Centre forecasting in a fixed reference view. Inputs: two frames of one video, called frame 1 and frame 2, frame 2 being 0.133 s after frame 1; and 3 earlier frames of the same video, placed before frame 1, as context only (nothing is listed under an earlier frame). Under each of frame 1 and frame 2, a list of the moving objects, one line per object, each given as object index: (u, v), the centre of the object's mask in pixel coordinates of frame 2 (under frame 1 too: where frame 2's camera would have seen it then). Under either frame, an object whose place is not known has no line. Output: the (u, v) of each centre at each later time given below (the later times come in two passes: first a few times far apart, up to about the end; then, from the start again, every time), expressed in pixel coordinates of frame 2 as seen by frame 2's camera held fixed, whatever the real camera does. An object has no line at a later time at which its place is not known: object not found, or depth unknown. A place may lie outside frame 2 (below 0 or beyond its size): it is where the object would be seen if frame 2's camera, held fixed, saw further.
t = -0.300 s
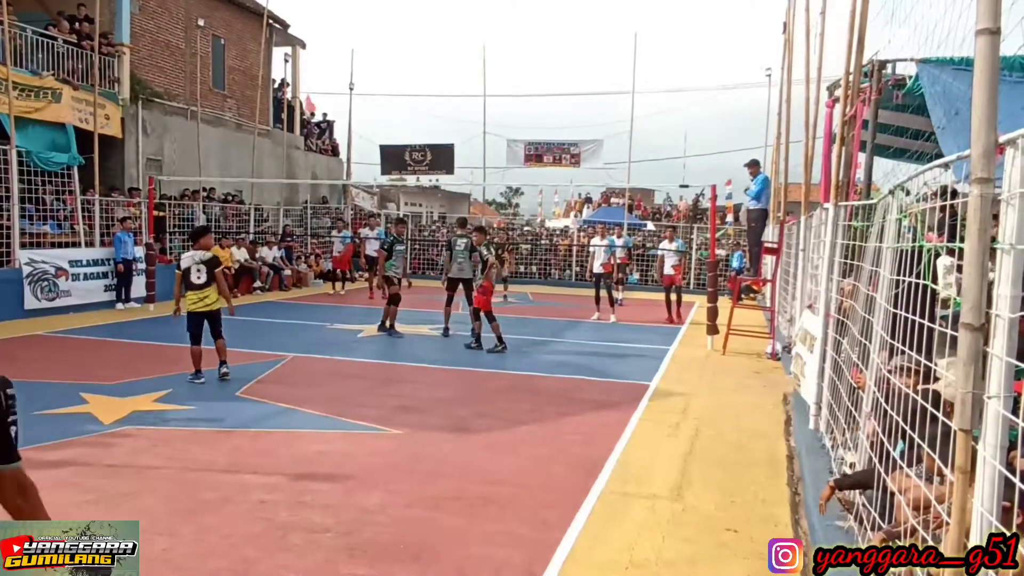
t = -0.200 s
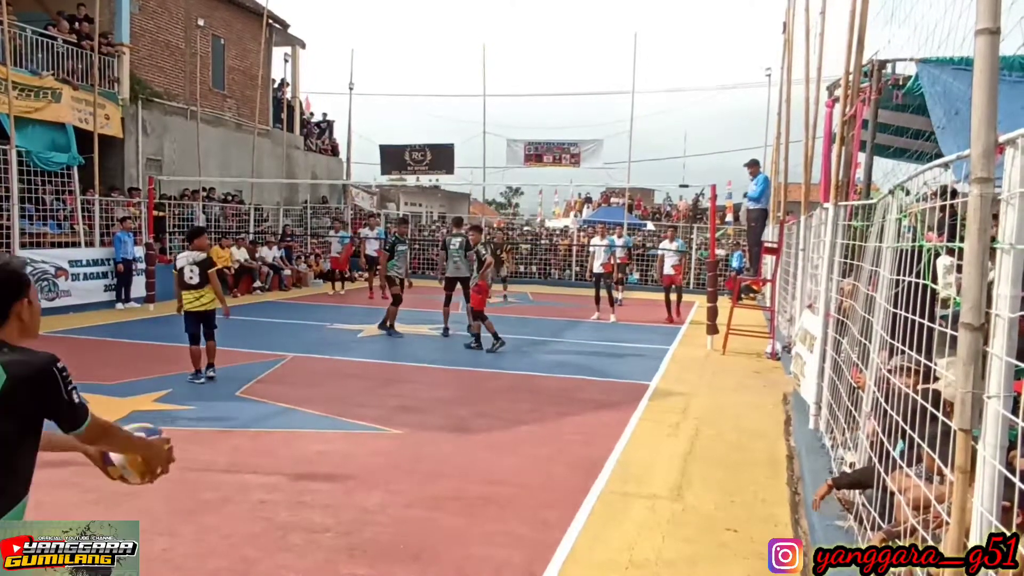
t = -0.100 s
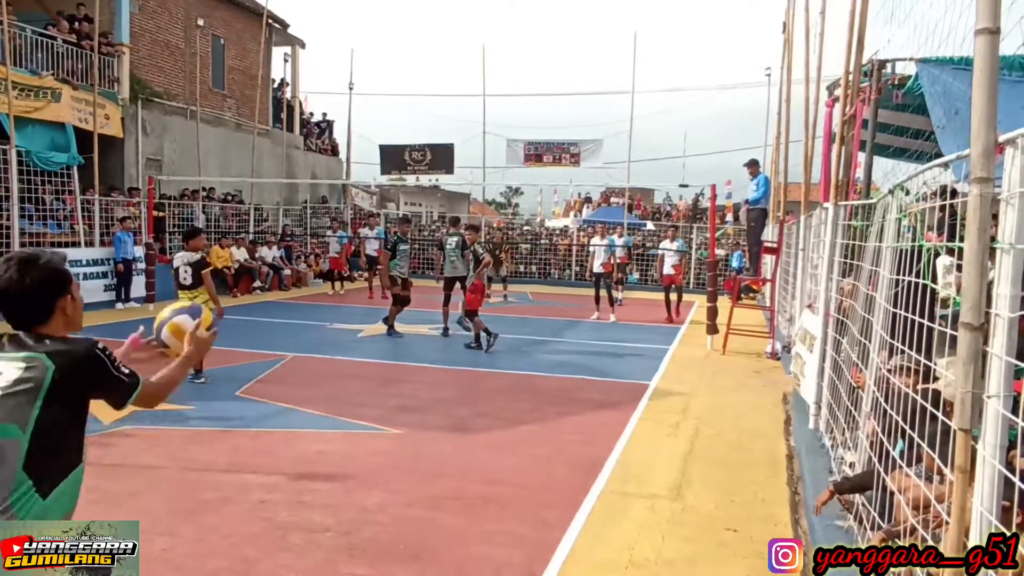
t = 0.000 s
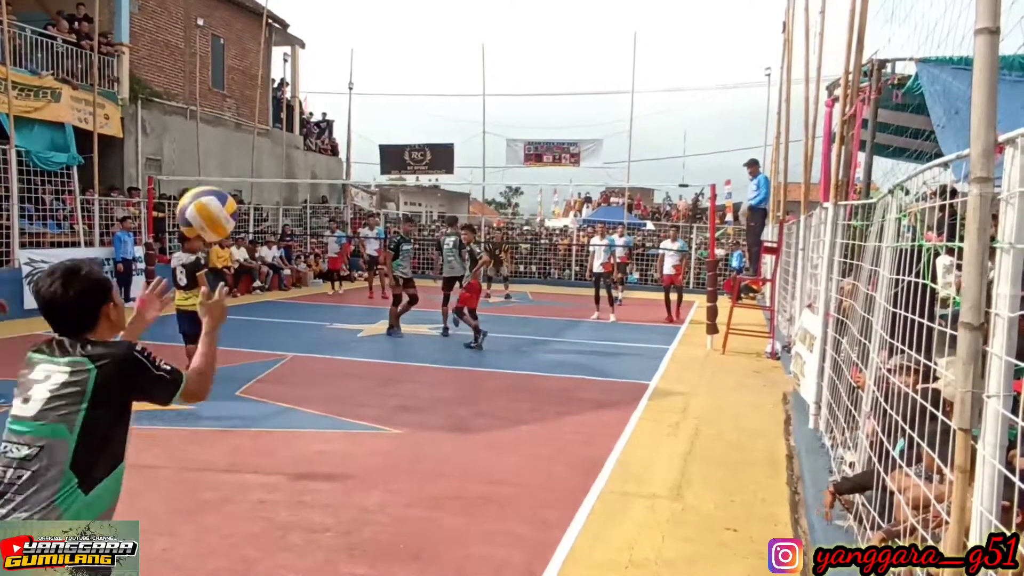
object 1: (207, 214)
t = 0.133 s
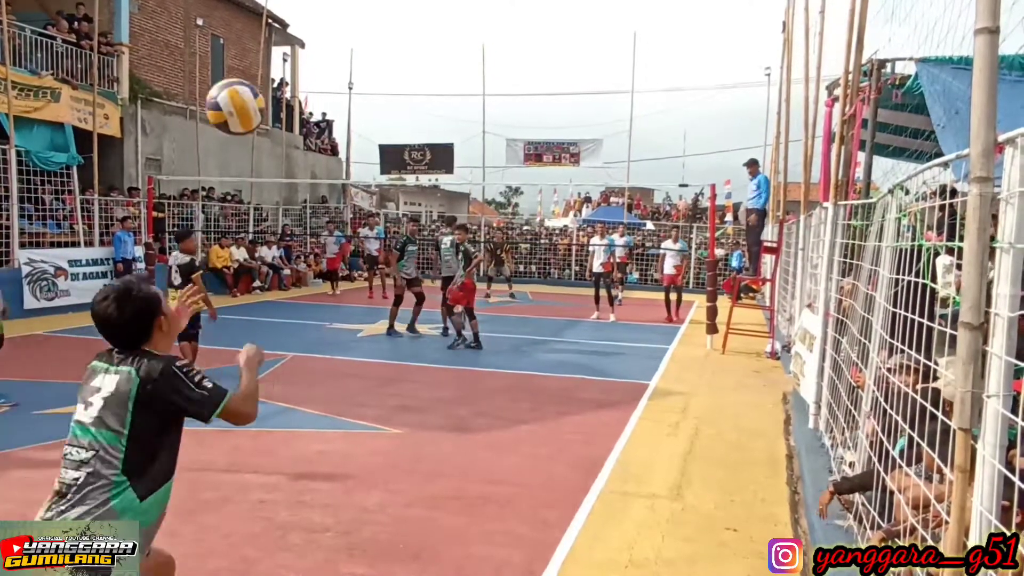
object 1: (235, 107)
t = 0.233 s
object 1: (255, 59)
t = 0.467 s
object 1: (298, 50)
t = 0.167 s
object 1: (242, 88)
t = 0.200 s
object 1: (248, 72)
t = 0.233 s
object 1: (255, 59)
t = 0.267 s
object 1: (262, 49)
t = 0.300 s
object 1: (268, 42)
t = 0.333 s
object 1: (274, 38)
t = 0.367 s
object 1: (280, 37)
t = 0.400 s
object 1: (286, 39)
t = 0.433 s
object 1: (292, 43)
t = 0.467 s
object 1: (298, 50)
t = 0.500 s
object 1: (304, 59)
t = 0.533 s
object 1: (309, 70)
